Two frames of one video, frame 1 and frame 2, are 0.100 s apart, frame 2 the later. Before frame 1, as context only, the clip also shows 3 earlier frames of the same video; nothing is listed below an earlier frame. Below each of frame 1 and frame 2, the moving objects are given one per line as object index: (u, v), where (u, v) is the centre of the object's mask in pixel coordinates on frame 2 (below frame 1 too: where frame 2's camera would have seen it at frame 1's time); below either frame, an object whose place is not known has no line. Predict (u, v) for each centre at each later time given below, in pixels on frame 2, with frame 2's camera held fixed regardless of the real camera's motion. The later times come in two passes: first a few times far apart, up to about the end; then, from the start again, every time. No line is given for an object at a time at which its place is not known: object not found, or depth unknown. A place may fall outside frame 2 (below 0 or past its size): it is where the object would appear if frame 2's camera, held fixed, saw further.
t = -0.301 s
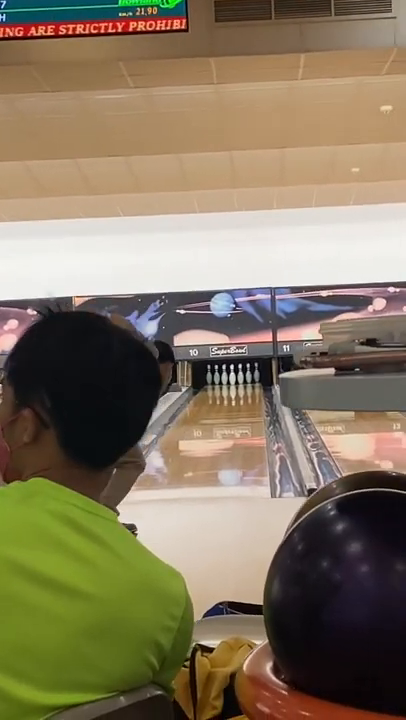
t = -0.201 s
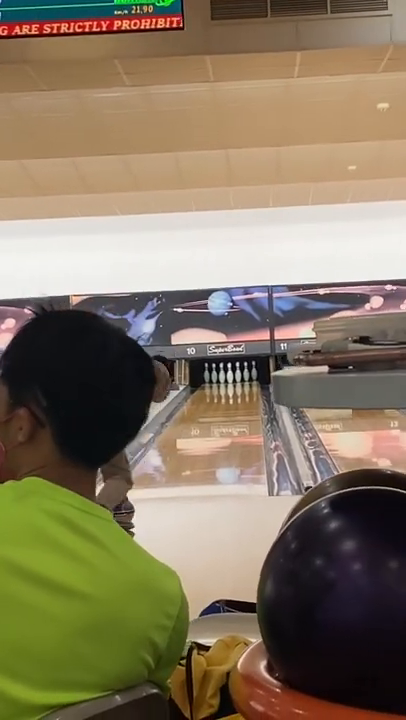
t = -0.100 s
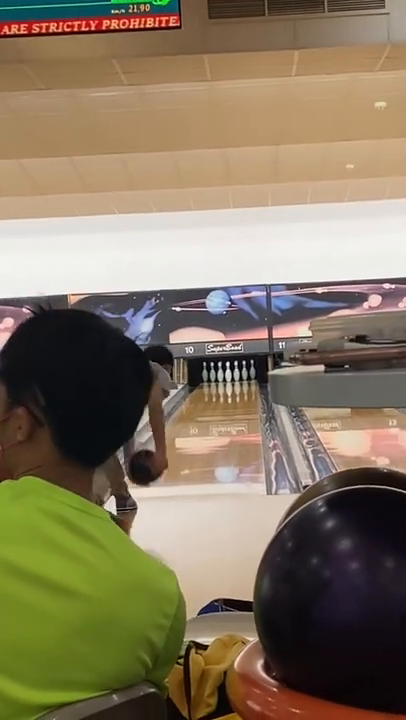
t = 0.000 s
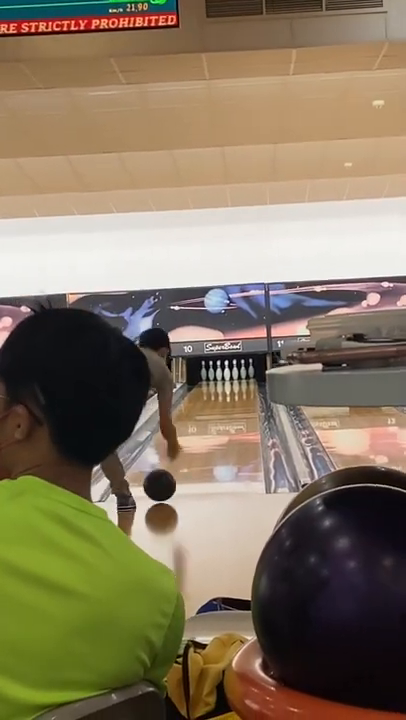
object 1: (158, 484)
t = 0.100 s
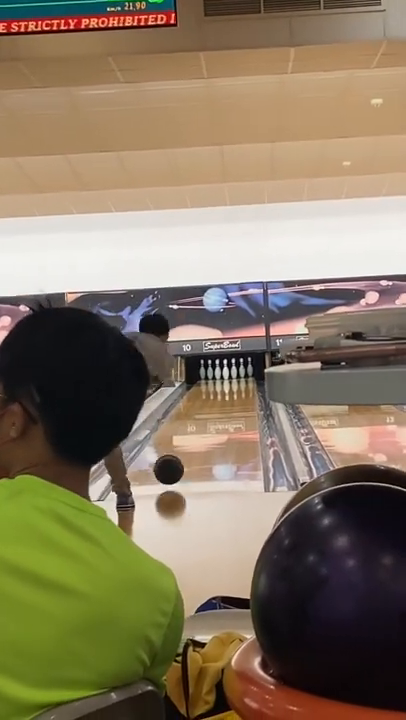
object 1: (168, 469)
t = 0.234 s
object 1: (180, 458)
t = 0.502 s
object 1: (197, 436)
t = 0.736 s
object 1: (208, 422)
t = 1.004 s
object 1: (217, 410)
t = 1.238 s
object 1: (223, 402)
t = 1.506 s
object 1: (228, 393)
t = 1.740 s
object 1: (231, 388)
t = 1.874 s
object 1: (232, 385)
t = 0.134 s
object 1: (172, 468)
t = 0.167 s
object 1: (175, 464)
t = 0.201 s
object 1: (177, 461)
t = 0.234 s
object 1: (180, 458)
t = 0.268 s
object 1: (182, 455)
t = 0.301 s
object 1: (185, 452)
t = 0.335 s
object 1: (187, 449)
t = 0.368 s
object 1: (190, 446)
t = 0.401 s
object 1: (192, 443)
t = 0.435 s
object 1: (194, 441)
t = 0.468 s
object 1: (195, 439)
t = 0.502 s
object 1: (197, 436)
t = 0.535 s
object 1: (199, 434)
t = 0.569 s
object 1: (201, 432)
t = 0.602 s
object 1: (202, 430)
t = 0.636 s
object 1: (204, 428)
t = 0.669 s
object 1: (205, 426)
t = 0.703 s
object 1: (207, 424)
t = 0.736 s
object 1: (208, 422)
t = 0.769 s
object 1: (209, 421)
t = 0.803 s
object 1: (210, 419)
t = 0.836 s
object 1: (212, 417)
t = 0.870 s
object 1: (213, 416)
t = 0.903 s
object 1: (214, 415)
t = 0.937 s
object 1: (215, 413)
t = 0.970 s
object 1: (216, 412)
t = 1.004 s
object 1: (217, 410)
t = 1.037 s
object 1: (218, 409)
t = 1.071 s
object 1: (219, 408)
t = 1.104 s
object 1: (219, 406)
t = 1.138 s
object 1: (220, 405)
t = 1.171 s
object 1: (221, 404)
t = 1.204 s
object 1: (222, 403)
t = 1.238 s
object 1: (223, 402)
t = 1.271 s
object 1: (224, 401)
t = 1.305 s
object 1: (225, 399)
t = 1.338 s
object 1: (225, 398)
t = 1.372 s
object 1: (226, 397)
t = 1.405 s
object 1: (226, 396)
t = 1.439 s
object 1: (227, 395)
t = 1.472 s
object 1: (228, 394)
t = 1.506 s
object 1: (228, 393)
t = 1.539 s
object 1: (228, 393)
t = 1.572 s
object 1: (229, 391)
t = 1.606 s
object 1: (229, 391)
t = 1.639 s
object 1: (230, 390)
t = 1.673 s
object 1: (230, 389)
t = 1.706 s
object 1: (231, 389)
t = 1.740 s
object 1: (231, 388)
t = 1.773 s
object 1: (231, 387)
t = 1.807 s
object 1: (232, 386)
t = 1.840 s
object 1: (232, 386)
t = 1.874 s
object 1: (232, 385)
